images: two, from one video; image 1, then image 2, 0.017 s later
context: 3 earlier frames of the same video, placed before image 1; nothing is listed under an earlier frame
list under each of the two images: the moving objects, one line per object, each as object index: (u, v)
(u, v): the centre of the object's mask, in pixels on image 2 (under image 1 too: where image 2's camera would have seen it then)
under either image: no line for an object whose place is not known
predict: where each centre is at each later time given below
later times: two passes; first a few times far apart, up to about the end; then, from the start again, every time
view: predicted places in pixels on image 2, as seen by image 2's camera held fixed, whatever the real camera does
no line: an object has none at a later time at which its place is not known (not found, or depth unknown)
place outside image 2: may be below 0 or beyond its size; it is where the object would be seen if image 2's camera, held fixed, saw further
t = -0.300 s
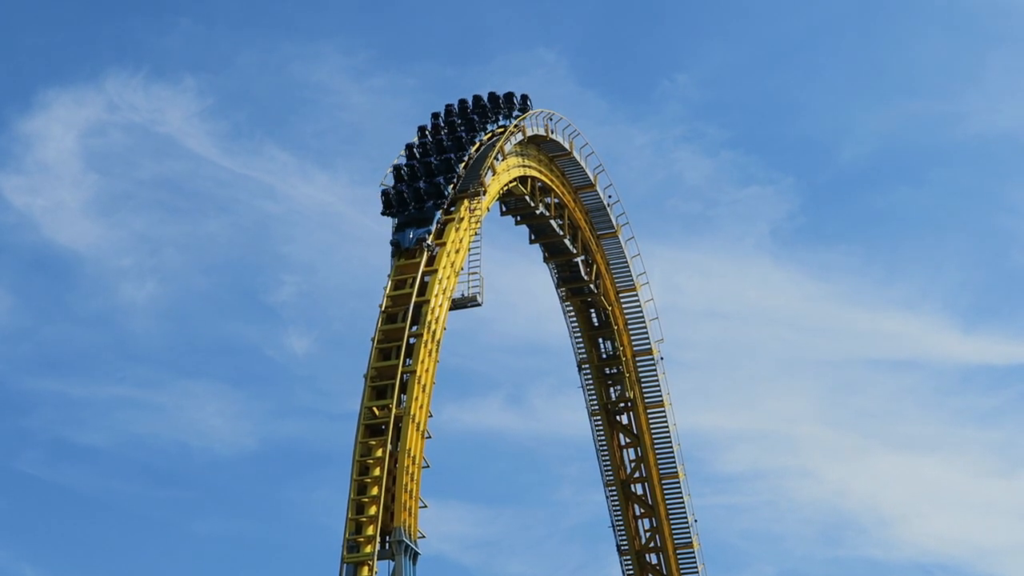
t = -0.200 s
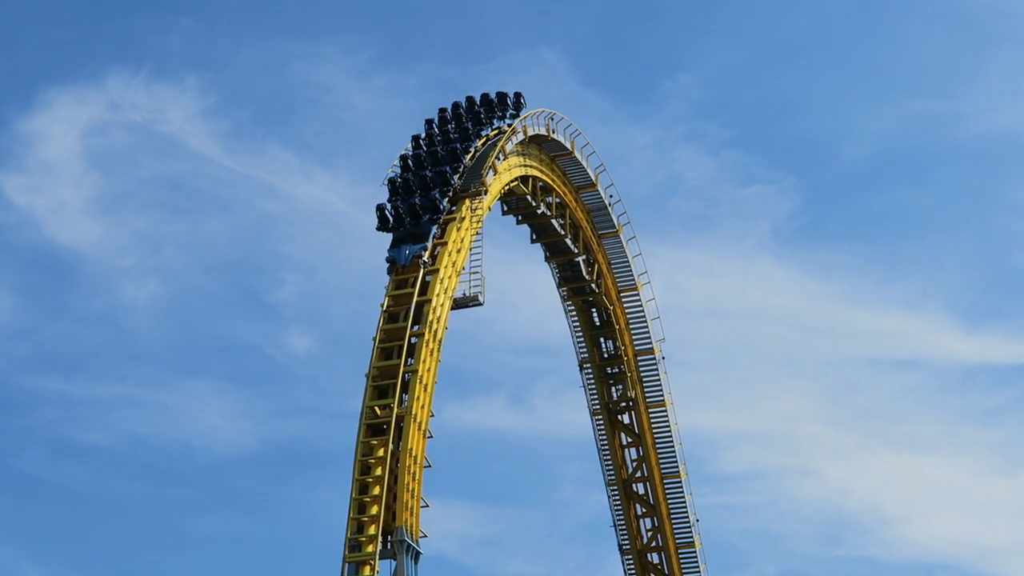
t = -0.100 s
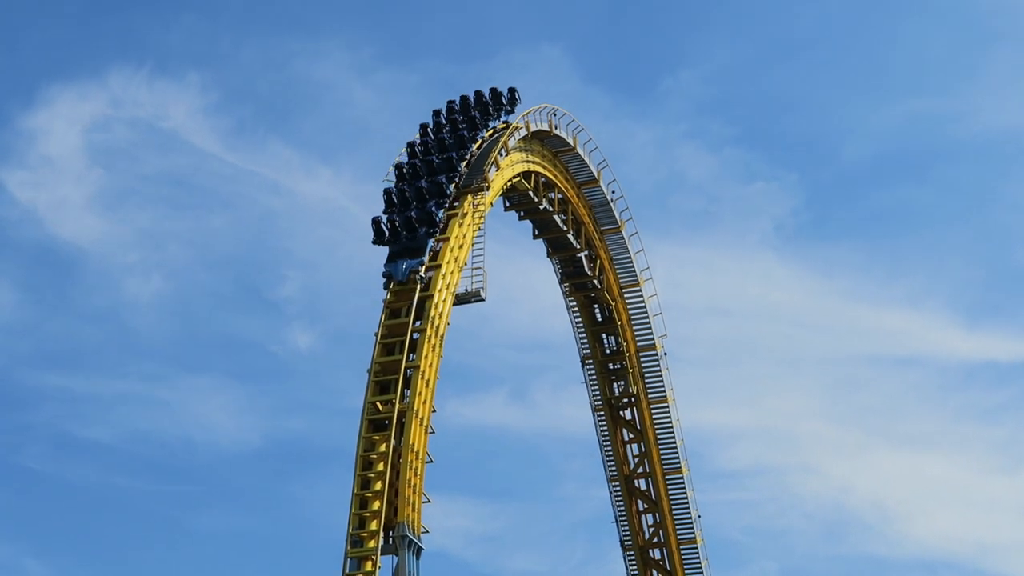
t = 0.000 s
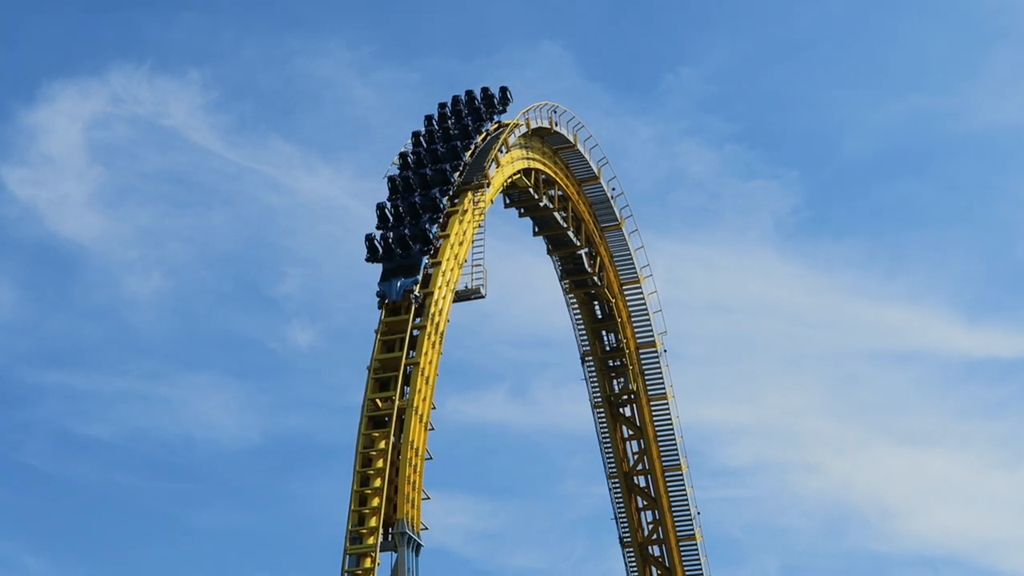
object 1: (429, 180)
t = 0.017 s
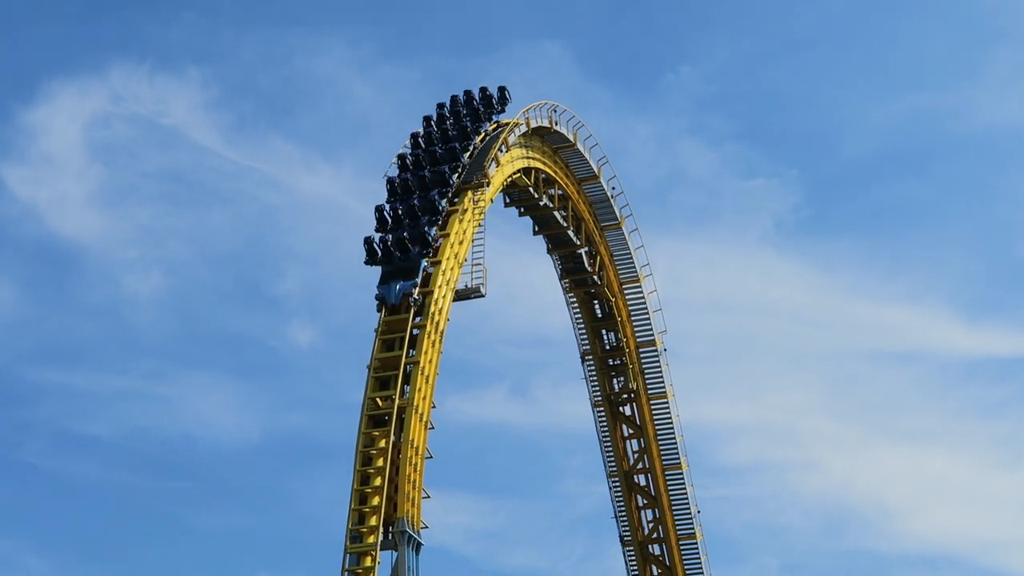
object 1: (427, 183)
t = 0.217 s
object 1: (414, 217)
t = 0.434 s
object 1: (399, 266)
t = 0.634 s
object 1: (385, 326)
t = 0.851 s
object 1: (369, 410)
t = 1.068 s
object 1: (352, 517)
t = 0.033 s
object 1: (426, 185)
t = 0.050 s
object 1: (425, 187)
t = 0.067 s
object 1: (423, 190)
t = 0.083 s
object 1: (423, 193)
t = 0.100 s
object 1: (422, 195)
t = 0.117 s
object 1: (421, 198)
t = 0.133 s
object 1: (419, 201)
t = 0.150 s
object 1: (418, 204)
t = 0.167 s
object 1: (418, 206)
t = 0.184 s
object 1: (416, 210)
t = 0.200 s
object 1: (415, 213)
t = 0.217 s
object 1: (414, 217)
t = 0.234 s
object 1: (413, 220)
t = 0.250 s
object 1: (412, 223)
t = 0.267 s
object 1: (411, 227)
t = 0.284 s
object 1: (410, 230)
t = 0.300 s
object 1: (408, 234)
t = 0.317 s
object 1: (407, 238)
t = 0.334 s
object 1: (406, 241)
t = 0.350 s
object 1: (405, 245)
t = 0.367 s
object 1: (404, 249)
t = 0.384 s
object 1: (403, 252)
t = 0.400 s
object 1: (402, 257)
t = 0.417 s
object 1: (400, 261)
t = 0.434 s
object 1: (399, 266)
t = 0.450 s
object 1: (398, 270)
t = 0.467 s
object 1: (397, 275)
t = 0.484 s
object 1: (396, 280)
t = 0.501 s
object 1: (394, 284)
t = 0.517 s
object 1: (393, 289)
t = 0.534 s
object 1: (392, 294)
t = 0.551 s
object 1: (391, 299)
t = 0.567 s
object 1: (389, 305)
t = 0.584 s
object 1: (389, 309)
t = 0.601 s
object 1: (387, 315)
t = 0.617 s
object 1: (386, 321)
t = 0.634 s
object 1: (385, 326)
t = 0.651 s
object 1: (384, 331)
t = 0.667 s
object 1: (382, 337)
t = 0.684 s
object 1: (381, 343)
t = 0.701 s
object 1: (380, 350)
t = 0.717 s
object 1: (379, 356)
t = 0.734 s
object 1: (378, 362)
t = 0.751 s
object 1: (376, 369)
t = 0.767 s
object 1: (375, 375)
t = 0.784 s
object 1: (374, 382)
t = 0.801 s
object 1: (372, 390)
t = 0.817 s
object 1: (372, 396)
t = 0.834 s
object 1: (370, 403)
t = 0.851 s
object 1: (369, 410)
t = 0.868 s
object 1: (368, 418)
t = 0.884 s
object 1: (367, 426)
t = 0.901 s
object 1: (365, 433)
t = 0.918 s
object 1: (364, 441)
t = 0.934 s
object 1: (363, 448)
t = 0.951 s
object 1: (361, 456)
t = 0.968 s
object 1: (360, 464)
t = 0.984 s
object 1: (359, 473)
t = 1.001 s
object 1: (358, 481)
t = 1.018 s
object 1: (356, 489)
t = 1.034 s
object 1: (355, 498)
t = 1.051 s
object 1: (354, 507)
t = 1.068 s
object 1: (352, 517)
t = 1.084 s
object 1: (350, 526)
